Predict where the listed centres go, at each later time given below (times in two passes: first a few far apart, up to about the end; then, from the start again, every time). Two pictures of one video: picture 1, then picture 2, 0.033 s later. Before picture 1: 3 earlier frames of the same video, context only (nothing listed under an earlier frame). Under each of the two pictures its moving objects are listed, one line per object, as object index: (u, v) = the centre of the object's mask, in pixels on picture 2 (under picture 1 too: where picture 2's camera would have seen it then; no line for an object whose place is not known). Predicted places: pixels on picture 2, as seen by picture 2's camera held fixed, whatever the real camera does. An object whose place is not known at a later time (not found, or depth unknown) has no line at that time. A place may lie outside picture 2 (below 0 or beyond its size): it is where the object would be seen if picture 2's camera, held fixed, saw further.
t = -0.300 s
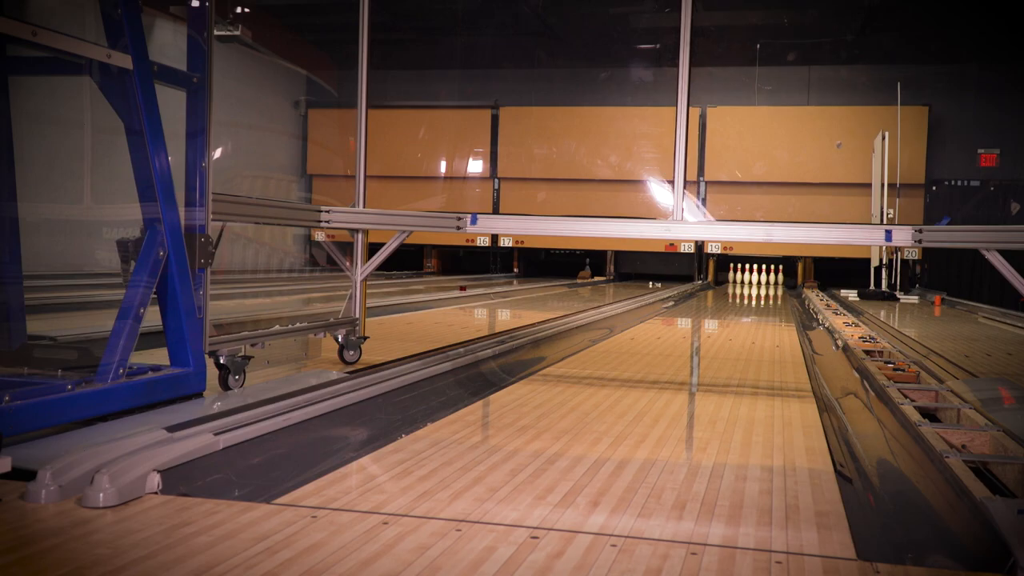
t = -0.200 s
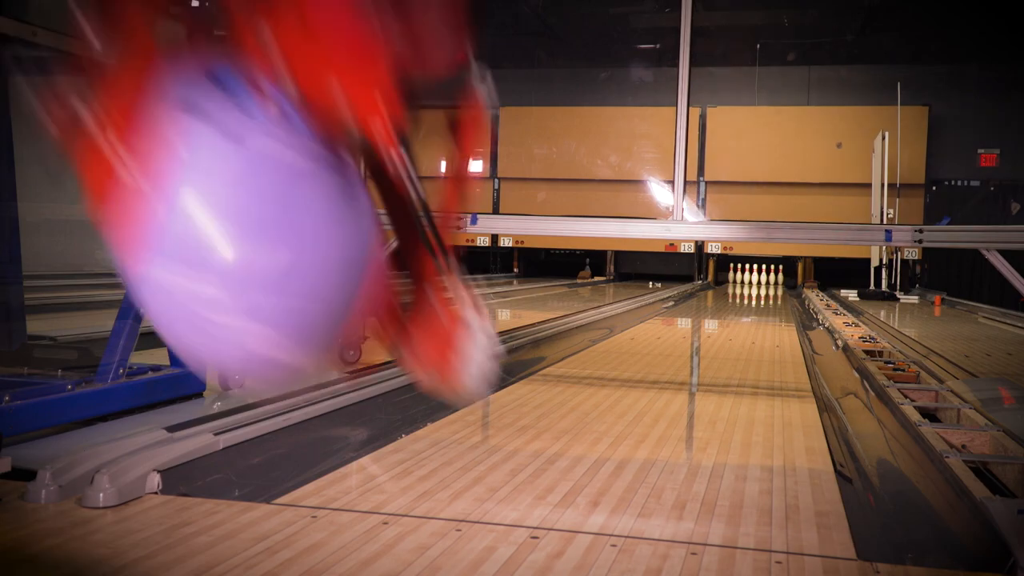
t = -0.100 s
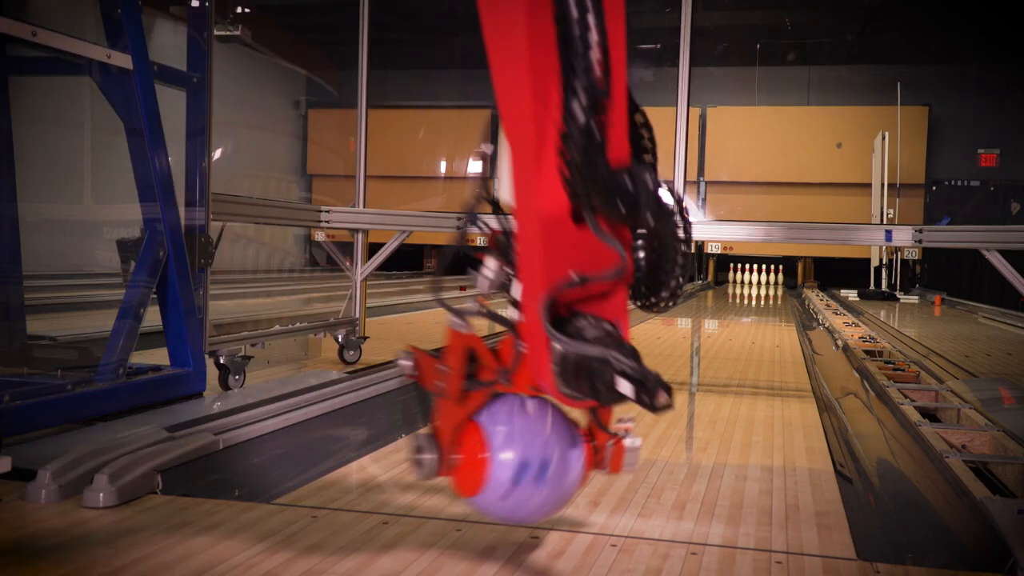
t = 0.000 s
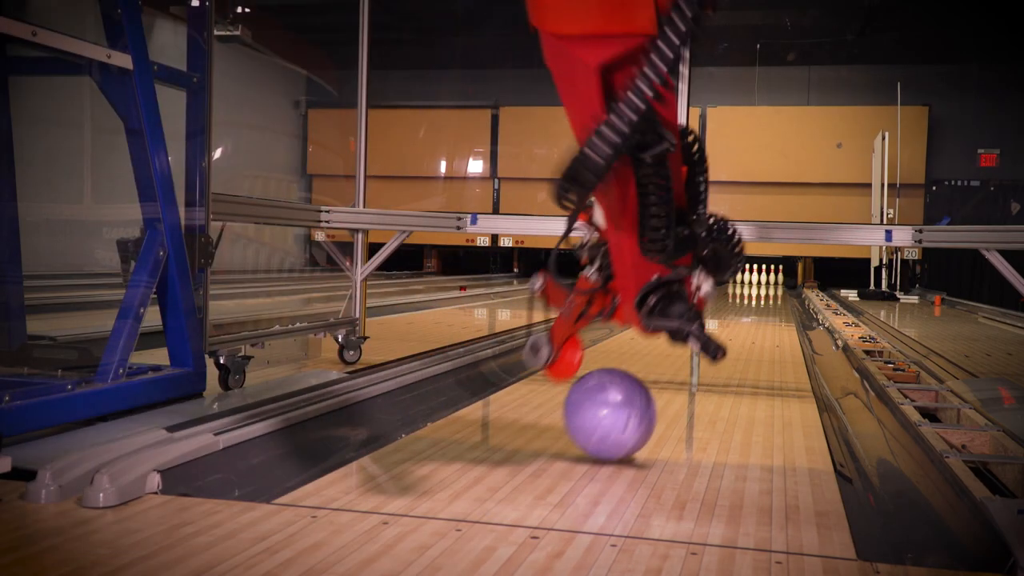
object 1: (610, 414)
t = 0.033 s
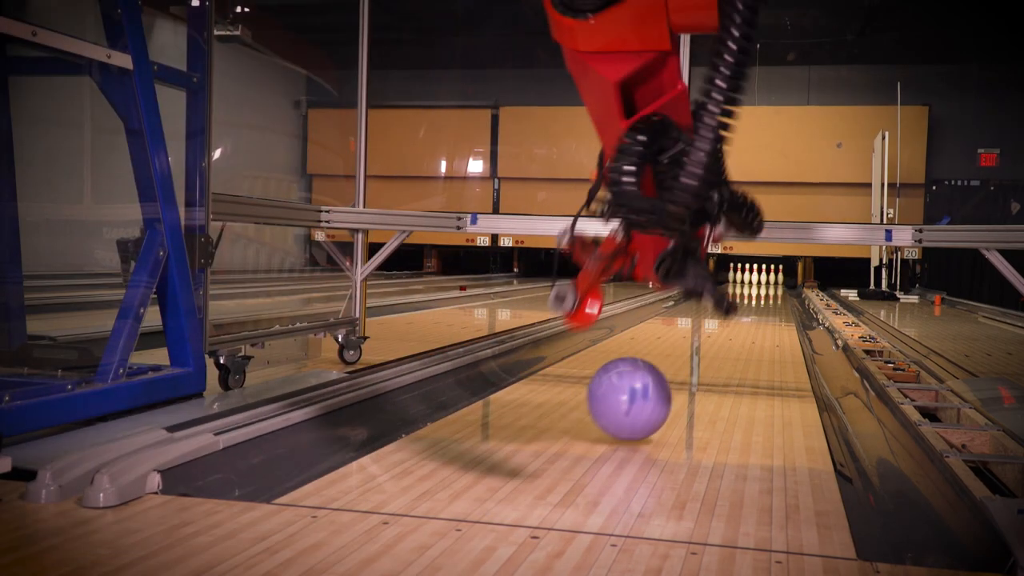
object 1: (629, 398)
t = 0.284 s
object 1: (707, 344)
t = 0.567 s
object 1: (741, 317)
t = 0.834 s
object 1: (756, 304)
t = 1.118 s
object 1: (765, 296)
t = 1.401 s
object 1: (770, 290)
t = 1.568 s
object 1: (771, 287)
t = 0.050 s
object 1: (638, 394)
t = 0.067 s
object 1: (645, 390)
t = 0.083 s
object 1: (653, 384)
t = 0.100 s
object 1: (659, 380)
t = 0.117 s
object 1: (665, 375)
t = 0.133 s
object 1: (670, 371)
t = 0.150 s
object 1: (675, 367)
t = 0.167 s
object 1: (680, 363)
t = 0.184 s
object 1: (685, 360)
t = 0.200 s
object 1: (689, 357)
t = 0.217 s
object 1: (693, 354)
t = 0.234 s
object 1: (697, 351)
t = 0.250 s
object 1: (700, 348)
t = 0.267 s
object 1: (704, 346)
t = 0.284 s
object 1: (707, 344)
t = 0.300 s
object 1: (710, 341)
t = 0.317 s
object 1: (712, 339)
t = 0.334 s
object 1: (715, 337)
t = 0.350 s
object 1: (718, 335)
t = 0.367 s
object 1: (720, 333)
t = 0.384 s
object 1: (722, 332)
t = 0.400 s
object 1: (724, 330)
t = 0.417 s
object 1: (726, 328)
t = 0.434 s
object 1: (728, 326)
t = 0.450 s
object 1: (729, 325)
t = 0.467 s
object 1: (731, 324)
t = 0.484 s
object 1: (733, 322)
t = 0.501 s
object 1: (735, 321)
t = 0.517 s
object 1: (736, 320)
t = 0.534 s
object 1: (738, 319)
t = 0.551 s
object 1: (739, 318)
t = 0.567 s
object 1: (741, 317)
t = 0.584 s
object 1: (742, 316)
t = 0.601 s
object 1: (743, 315)
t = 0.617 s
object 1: (744, 314)
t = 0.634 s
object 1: (745, 313)
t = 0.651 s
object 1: (746, 312)
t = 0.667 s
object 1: (748, 311)
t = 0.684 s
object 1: (748, 310)
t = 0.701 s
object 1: (749, 310)
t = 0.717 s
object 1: (751, 309)
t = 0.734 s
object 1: (751, 308)
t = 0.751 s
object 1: (752, 307)
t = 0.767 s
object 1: (753, 307)
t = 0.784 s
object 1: (754, 306)
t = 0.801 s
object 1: (755, 305)
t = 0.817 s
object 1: (756, 305)
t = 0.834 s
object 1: (756, 304)
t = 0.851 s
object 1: (756, 304)
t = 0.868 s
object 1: (757, 303)
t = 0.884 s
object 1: (758, 302)
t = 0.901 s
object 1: (759, 302)
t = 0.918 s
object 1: (759, 301)
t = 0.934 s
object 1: (759, 301)
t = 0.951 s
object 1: (760, 301)
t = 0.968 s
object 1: (761, 300)
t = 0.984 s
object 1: (761, 300)
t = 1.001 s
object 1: (761, 299)
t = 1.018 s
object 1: (762, 298)
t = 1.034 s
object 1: (763, 298)
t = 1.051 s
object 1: (764, 297)
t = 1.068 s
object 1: (763, 297)
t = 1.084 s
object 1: (763, 296)
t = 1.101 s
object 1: (764, 296)
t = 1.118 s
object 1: (765, 296)
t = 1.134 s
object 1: (765, 295)
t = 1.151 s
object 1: (766, 295)
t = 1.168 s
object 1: (766, 295)
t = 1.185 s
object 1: (766, 294)
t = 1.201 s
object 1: (766, 294)
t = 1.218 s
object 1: (767, 294)
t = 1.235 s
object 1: (767, 293)
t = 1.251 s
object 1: (768, 293)
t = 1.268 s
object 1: (768, 292)
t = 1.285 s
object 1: (768, 292)
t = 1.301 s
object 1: (768, 292)
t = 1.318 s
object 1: (769, 292)
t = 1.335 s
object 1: (769, 291)
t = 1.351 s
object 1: (769, 291)
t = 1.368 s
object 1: (769, 291)
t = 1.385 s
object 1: (769, 290)
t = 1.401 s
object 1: (770, 290)
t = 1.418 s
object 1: (770, 290)
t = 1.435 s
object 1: (770, 289)
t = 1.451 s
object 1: (770, 289)
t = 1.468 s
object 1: (770, 289)
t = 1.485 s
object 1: (770, 289)
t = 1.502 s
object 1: (770, 288)
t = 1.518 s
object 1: (771, 288)
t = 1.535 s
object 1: (770, 288)
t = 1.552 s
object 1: (770, 287)
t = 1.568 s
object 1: (771, 287)
